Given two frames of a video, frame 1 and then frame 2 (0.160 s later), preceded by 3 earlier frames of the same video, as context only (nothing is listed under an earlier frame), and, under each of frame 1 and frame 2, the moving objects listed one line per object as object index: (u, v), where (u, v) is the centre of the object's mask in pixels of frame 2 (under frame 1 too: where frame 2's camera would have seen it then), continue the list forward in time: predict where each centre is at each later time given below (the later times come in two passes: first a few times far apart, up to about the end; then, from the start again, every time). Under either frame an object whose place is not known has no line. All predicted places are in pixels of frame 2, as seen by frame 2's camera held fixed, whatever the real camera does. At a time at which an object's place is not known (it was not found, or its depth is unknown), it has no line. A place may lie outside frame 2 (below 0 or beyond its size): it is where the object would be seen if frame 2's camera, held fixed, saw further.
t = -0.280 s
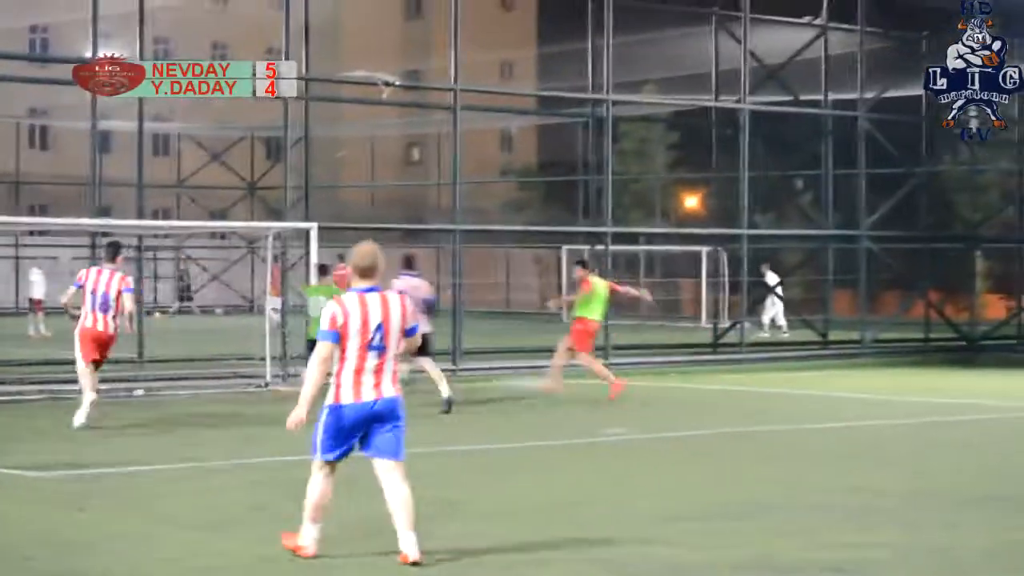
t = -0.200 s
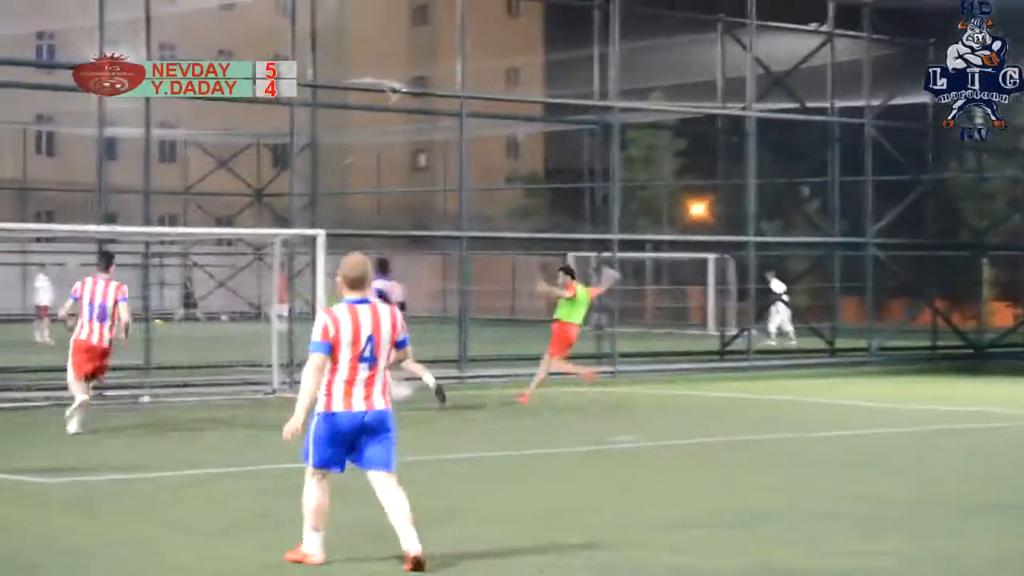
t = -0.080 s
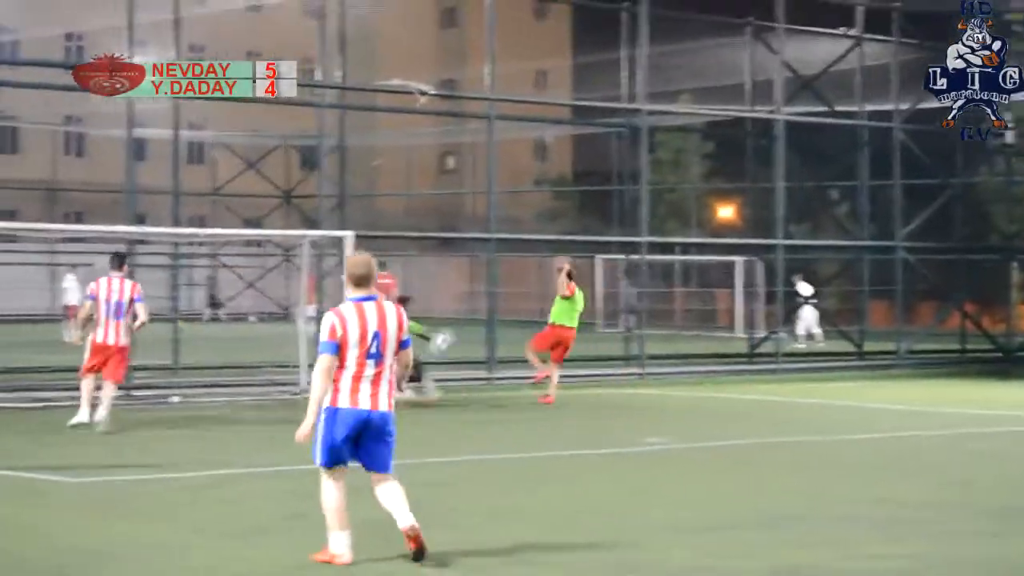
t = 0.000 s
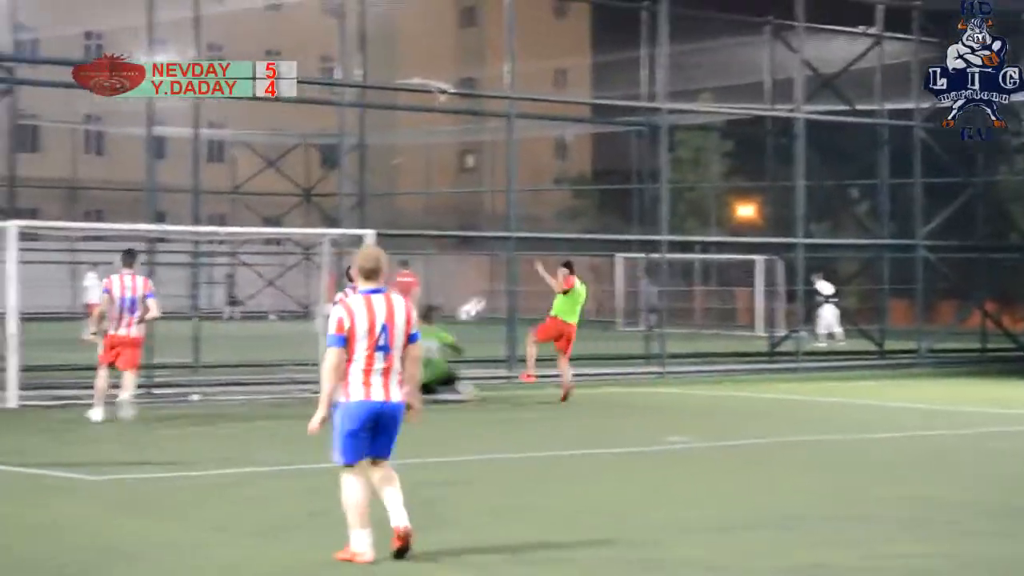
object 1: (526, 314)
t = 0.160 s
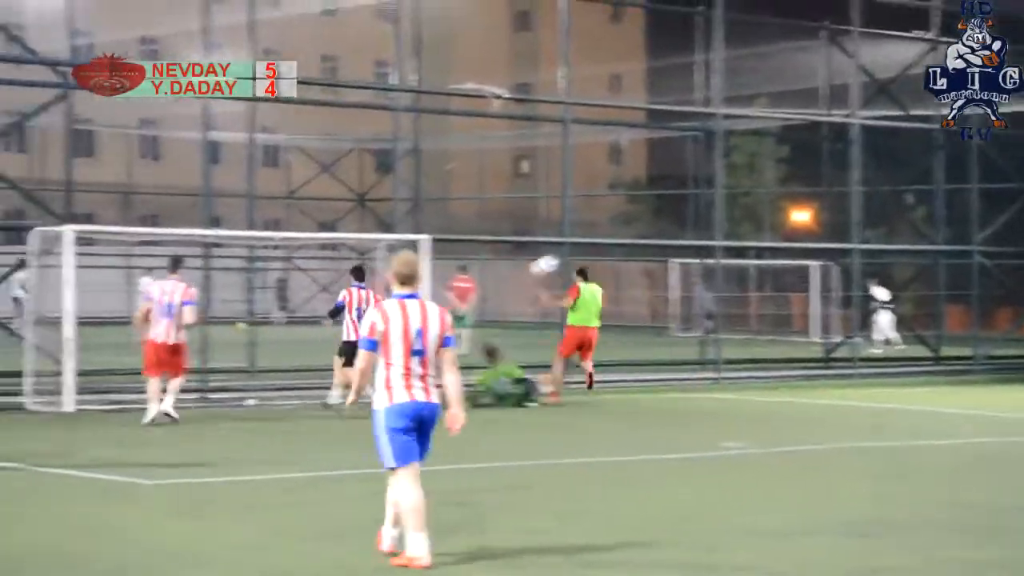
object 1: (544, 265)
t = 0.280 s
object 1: (558, 243)
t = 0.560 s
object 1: (591, 237)
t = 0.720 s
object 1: (607, 265)
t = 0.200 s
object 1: (549, 257)
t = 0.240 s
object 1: (554, 249)
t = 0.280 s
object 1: (558, 243)
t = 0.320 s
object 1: (563, 239)
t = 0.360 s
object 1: (567, 234)
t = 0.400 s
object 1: (572, 232)
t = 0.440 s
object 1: (576, 231)
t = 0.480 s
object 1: (581, 232)
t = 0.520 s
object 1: (586, 234)
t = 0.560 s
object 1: (591, 237)
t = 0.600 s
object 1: (594, 242)
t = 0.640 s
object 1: (599, 249)
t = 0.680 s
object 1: (603, 256)
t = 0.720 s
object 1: (607, 265)
